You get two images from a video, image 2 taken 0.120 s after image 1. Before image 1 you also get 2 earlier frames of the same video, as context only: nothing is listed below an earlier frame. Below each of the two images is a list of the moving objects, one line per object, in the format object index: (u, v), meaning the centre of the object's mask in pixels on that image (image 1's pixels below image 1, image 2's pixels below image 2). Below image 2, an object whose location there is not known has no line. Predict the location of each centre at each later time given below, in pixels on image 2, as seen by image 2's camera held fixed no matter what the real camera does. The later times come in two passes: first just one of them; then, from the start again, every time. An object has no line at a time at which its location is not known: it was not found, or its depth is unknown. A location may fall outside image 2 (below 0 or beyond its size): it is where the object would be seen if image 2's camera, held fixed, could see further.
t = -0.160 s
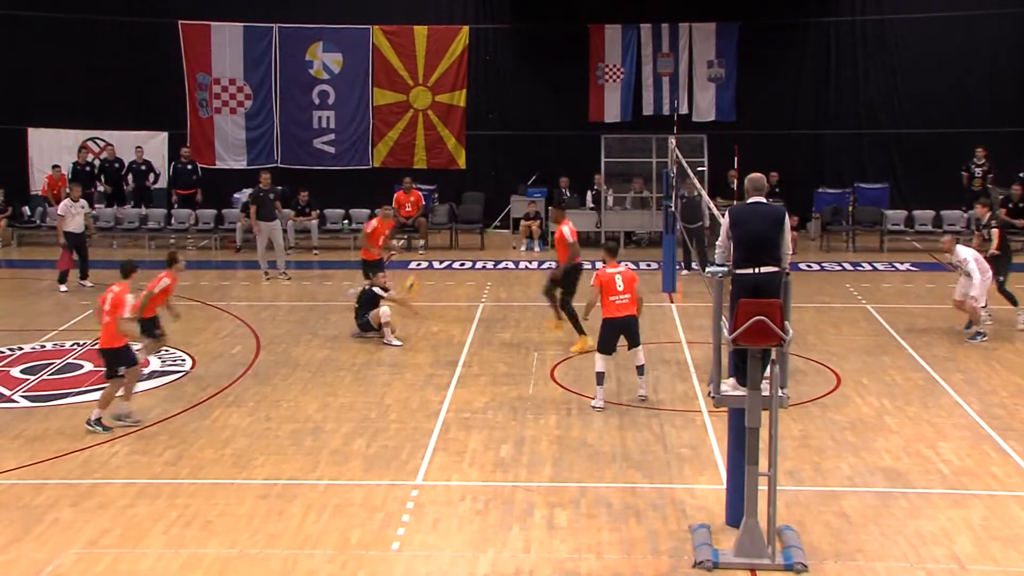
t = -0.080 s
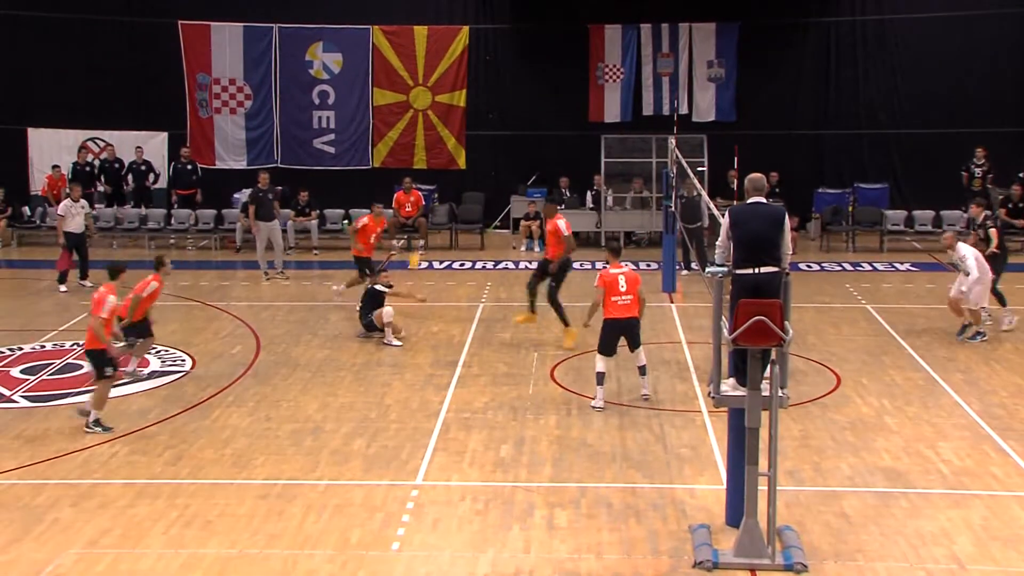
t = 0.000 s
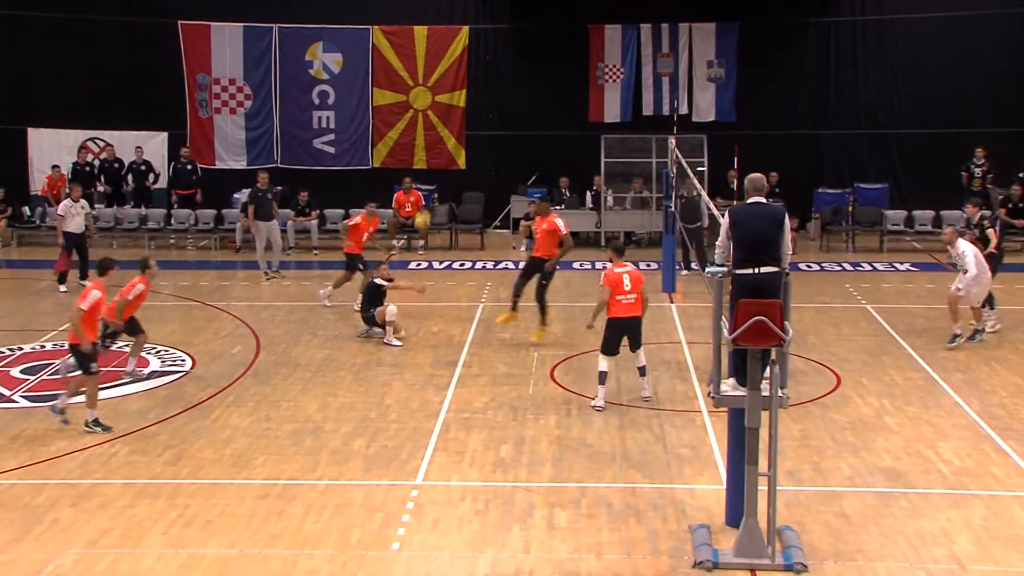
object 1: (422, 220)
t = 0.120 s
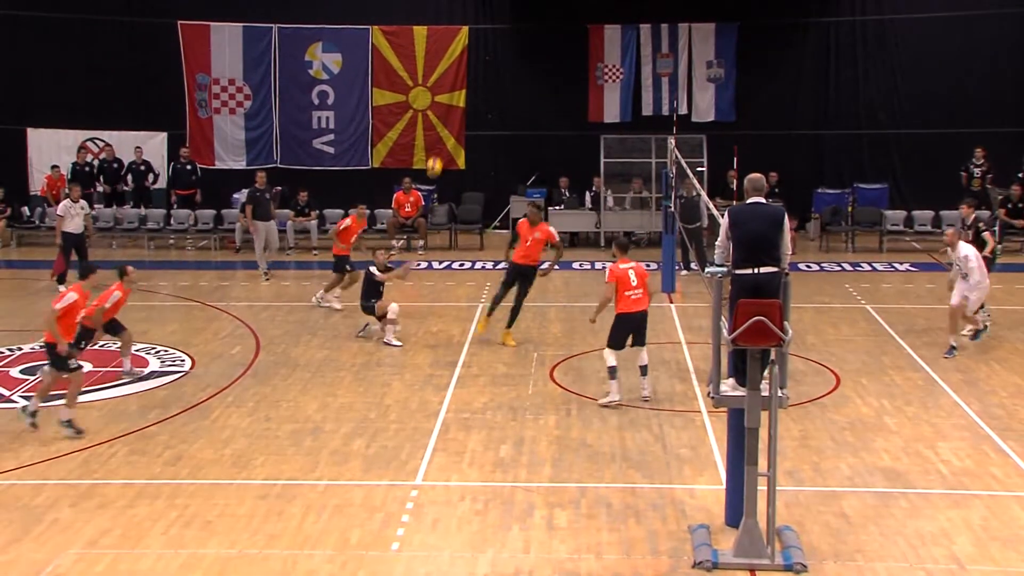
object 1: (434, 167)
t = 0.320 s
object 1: (455, 97)
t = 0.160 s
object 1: (438, 151)
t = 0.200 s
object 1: (442, 136)
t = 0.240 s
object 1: (446, 121)
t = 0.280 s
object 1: (450, 111)
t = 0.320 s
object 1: (455, 97)
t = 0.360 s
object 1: (458, 87)
